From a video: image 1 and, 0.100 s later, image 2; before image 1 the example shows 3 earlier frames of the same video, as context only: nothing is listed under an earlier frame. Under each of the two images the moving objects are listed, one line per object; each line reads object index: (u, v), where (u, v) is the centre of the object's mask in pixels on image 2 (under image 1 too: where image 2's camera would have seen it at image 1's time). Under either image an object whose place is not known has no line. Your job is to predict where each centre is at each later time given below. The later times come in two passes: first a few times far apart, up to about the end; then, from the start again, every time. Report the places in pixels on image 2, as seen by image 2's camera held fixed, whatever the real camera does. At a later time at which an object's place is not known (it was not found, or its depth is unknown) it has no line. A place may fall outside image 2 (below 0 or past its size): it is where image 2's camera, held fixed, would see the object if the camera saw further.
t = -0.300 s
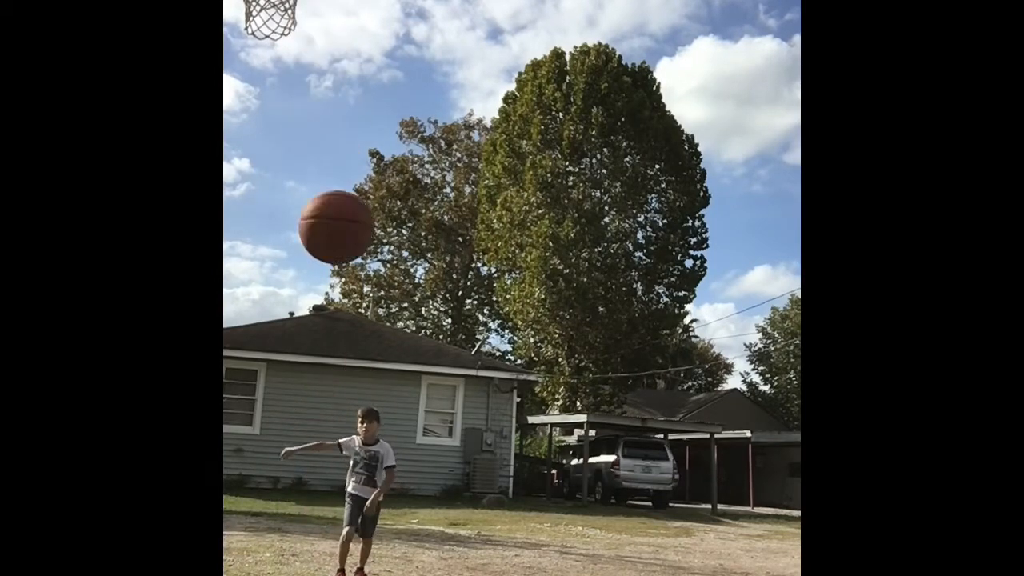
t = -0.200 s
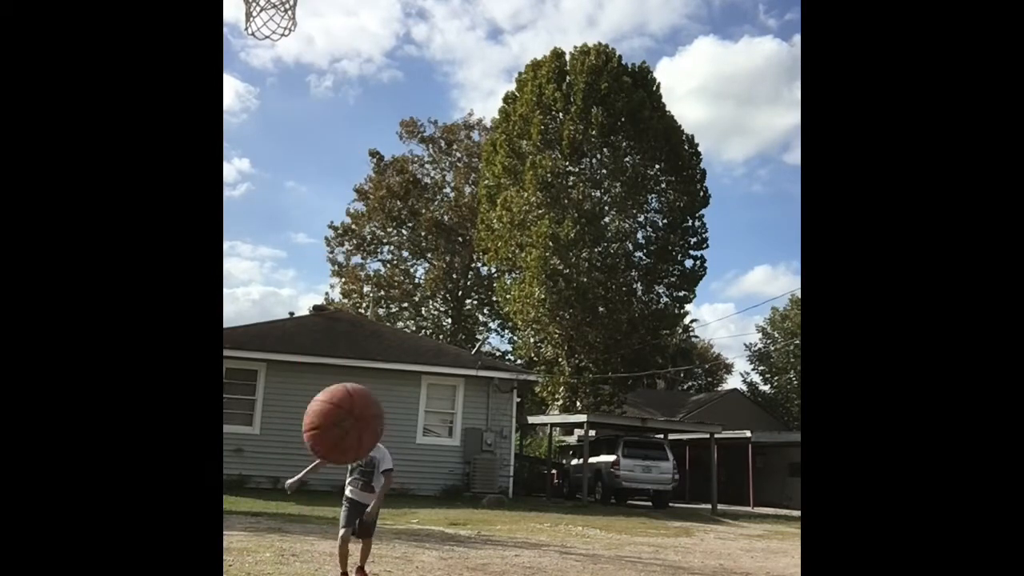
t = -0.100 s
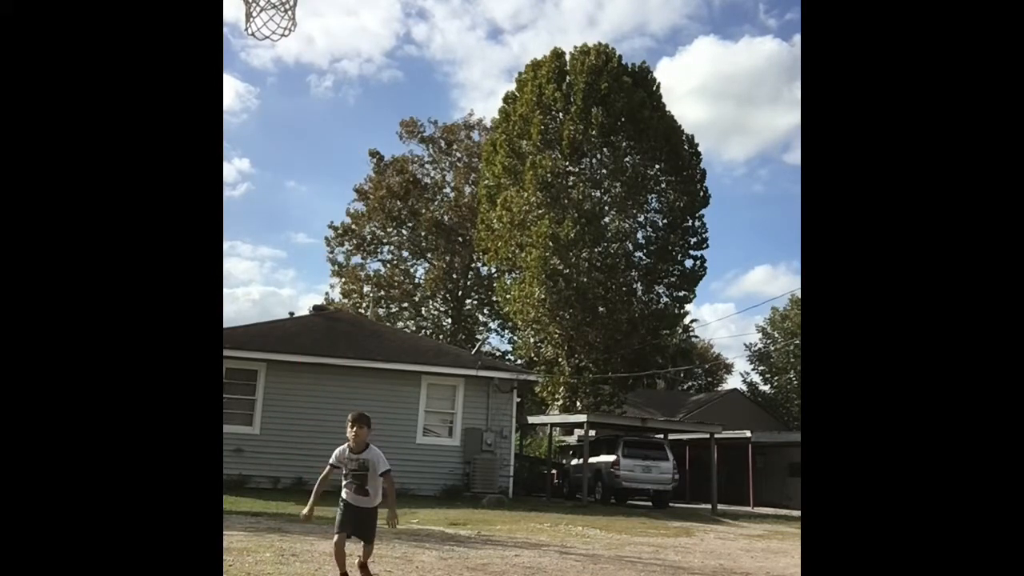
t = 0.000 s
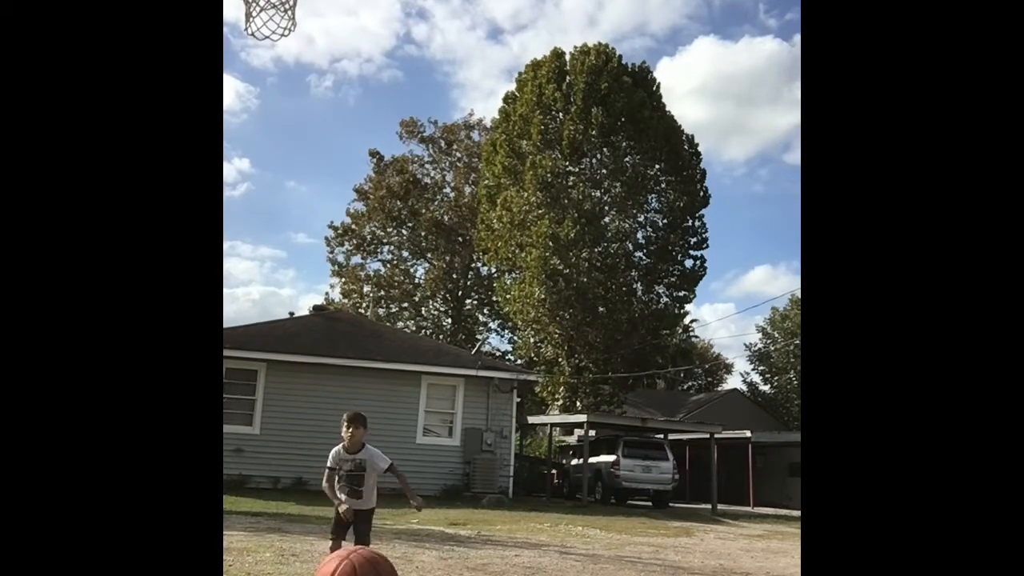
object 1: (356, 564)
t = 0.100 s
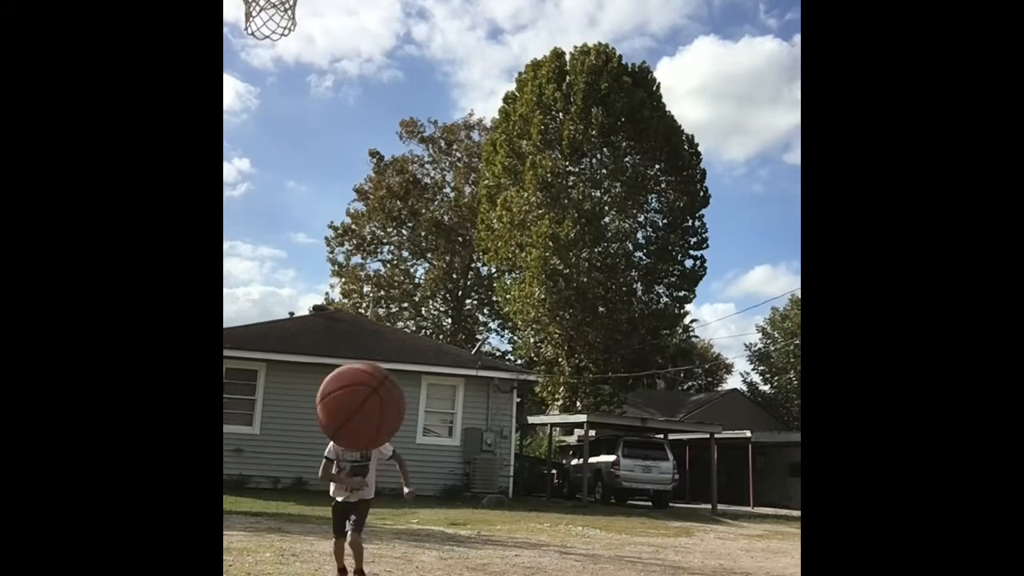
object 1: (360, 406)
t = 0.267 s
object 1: (359, 180)
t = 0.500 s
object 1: (338, 28)
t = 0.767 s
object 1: (279, 65)
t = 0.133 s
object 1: (360, 354)
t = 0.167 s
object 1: (361, 304)
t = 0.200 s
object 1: (360, 259)
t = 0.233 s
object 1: (360, 218)
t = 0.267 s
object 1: (359, 180)
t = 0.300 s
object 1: (357, 146)
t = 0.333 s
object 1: (355, 115)
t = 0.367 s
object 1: (353, 88)
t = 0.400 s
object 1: (350, 64)
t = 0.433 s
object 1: (346, 45)
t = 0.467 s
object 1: (342, 35)
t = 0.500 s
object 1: (338, 28)
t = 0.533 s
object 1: (334, 25)
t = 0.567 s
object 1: (328, 22)
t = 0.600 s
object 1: (322, 22)
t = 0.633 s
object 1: (315, 24)
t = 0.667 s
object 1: (307, 28)
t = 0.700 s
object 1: (298, 35)
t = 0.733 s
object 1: (288, 46)
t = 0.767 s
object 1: (279, 65)
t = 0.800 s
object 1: (271, 95)
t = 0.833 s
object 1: (264, 130)
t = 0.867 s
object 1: (258, 174)
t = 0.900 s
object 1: (251, 225)
